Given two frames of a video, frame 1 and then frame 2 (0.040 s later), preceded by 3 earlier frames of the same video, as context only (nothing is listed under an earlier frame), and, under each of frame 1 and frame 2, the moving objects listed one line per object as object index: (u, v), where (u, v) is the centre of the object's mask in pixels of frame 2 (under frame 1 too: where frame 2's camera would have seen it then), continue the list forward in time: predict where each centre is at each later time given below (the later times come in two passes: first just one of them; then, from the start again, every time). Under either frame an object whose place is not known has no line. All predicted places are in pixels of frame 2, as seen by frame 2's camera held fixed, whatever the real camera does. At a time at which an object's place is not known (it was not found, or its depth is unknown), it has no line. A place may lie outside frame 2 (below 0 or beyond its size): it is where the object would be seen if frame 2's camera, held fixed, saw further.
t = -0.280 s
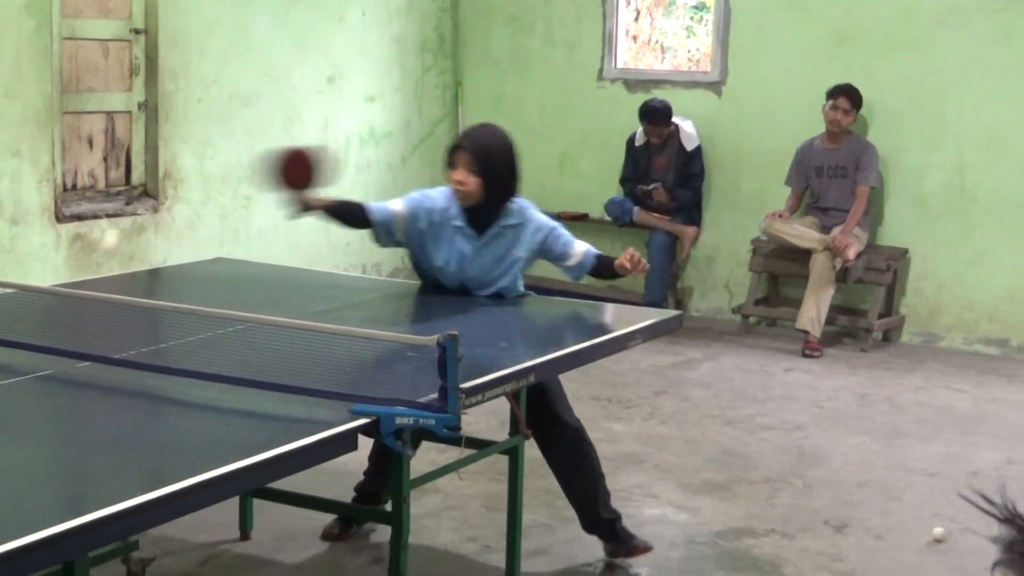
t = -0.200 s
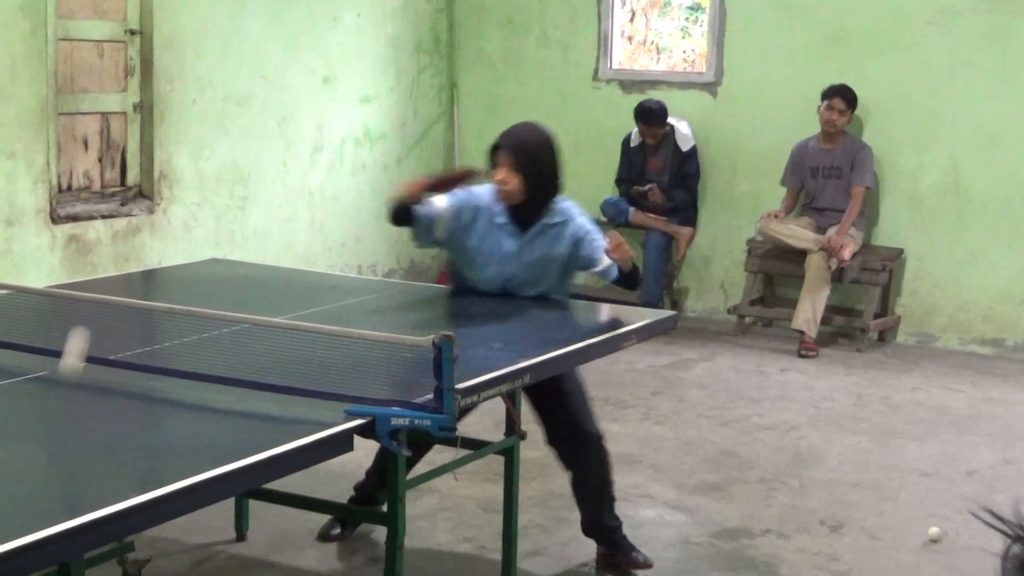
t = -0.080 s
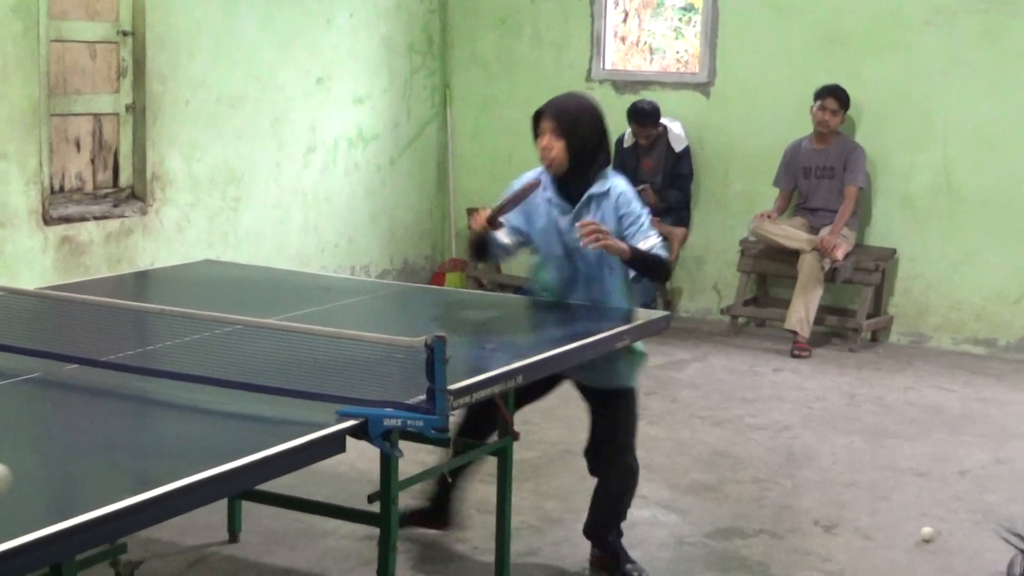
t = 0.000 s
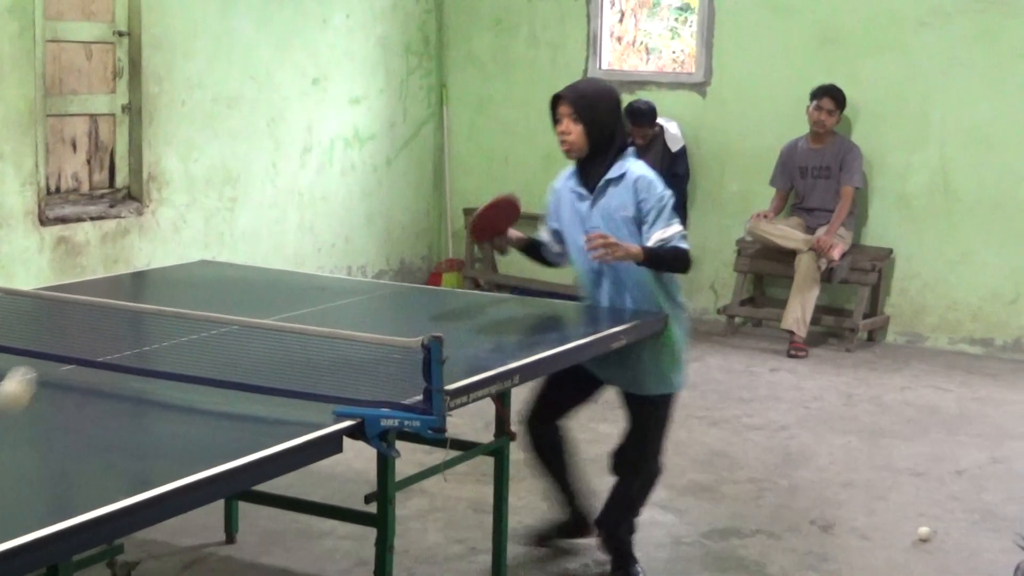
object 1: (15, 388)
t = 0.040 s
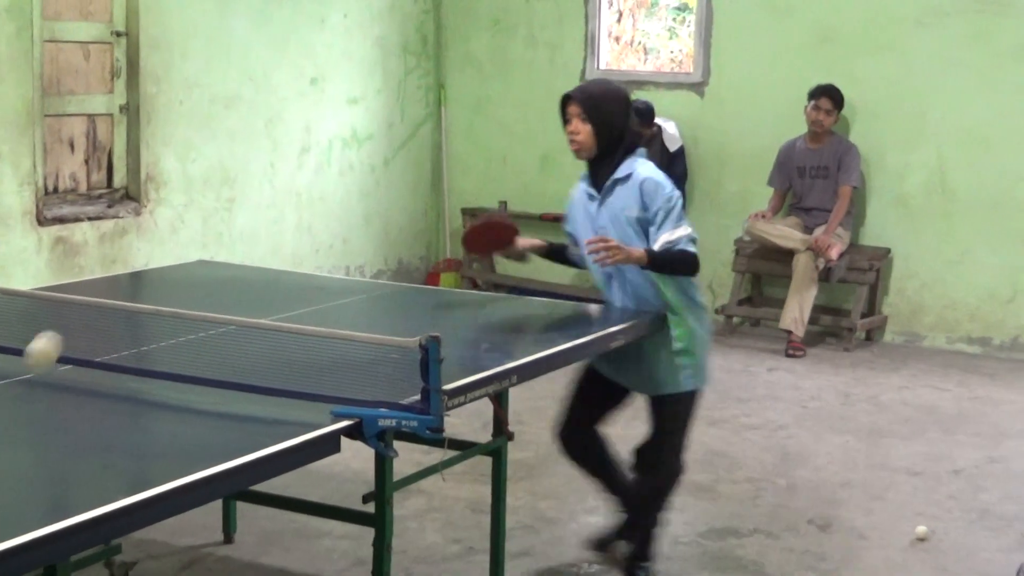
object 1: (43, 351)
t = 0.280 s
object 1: (173, 358)
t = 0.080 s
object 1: (71, 326)
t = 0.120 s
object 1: (94, 315)
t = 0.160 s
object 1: (117, 313)
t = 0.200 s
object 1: (137, 321)
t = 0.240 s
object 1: (155, 336)
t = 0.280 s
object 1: (173, 358)
